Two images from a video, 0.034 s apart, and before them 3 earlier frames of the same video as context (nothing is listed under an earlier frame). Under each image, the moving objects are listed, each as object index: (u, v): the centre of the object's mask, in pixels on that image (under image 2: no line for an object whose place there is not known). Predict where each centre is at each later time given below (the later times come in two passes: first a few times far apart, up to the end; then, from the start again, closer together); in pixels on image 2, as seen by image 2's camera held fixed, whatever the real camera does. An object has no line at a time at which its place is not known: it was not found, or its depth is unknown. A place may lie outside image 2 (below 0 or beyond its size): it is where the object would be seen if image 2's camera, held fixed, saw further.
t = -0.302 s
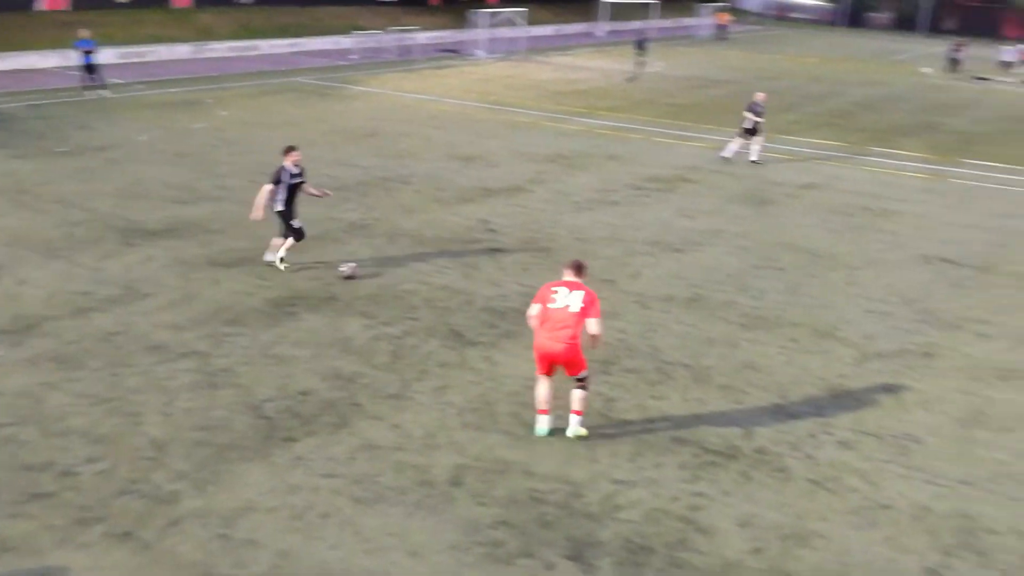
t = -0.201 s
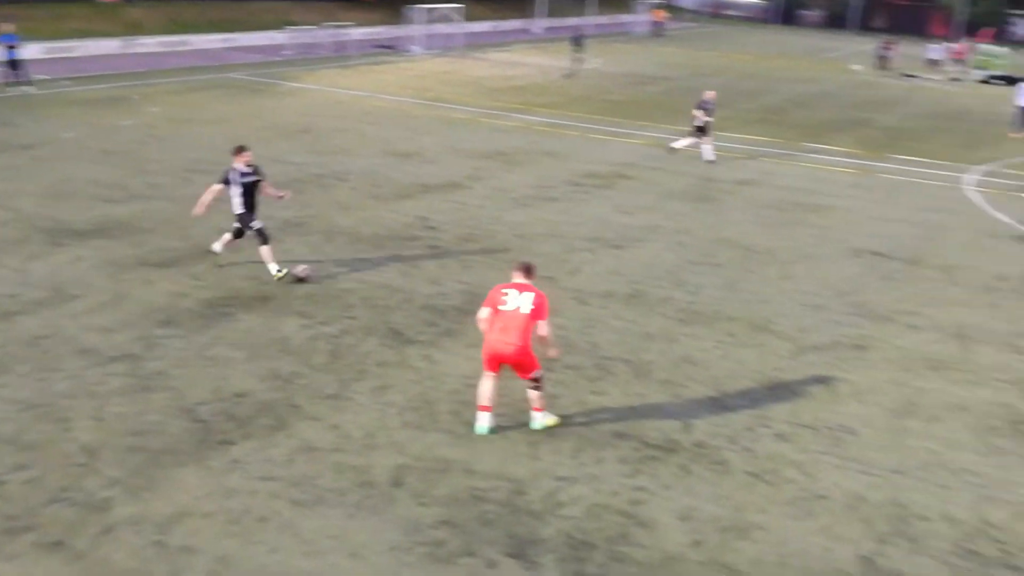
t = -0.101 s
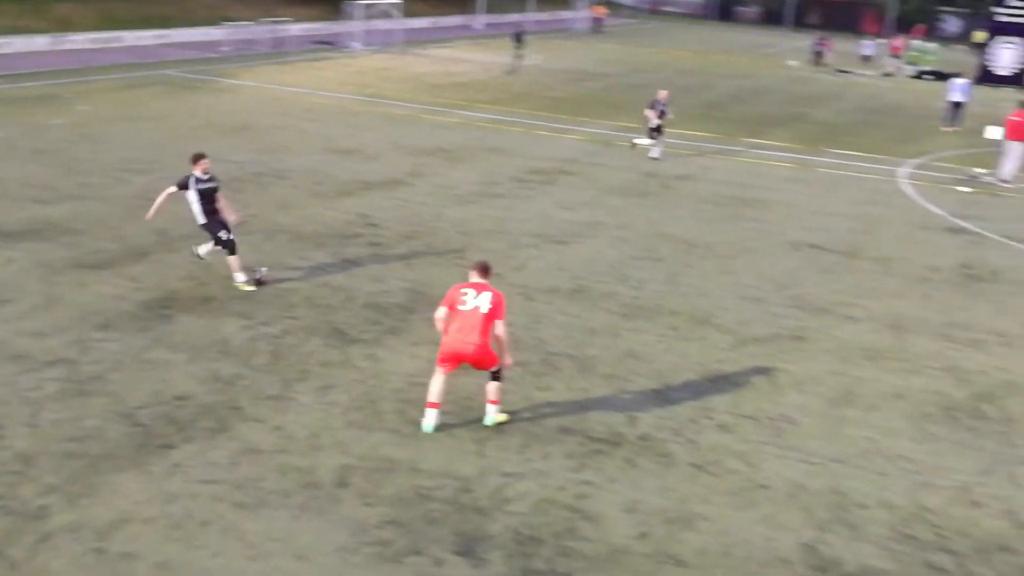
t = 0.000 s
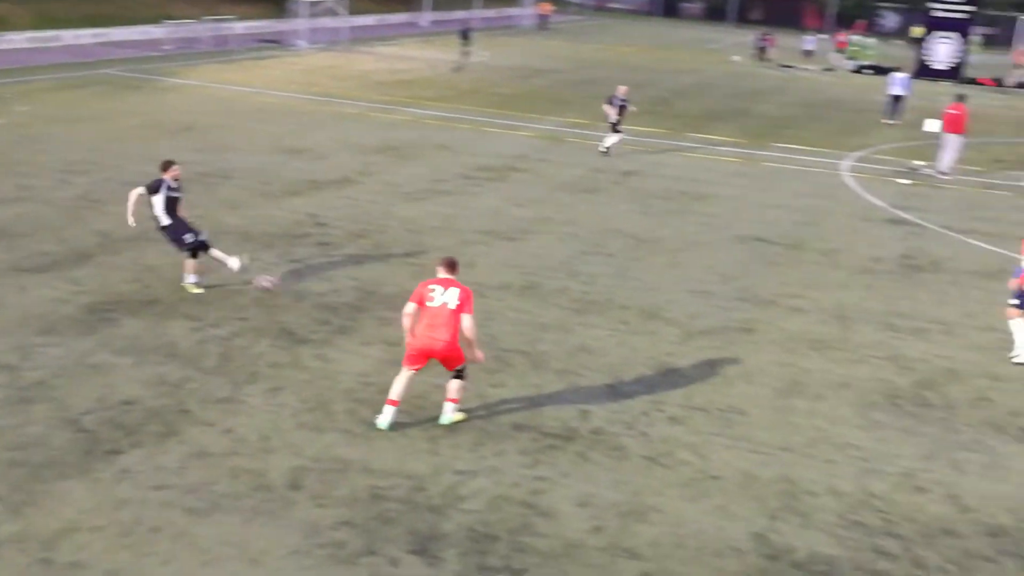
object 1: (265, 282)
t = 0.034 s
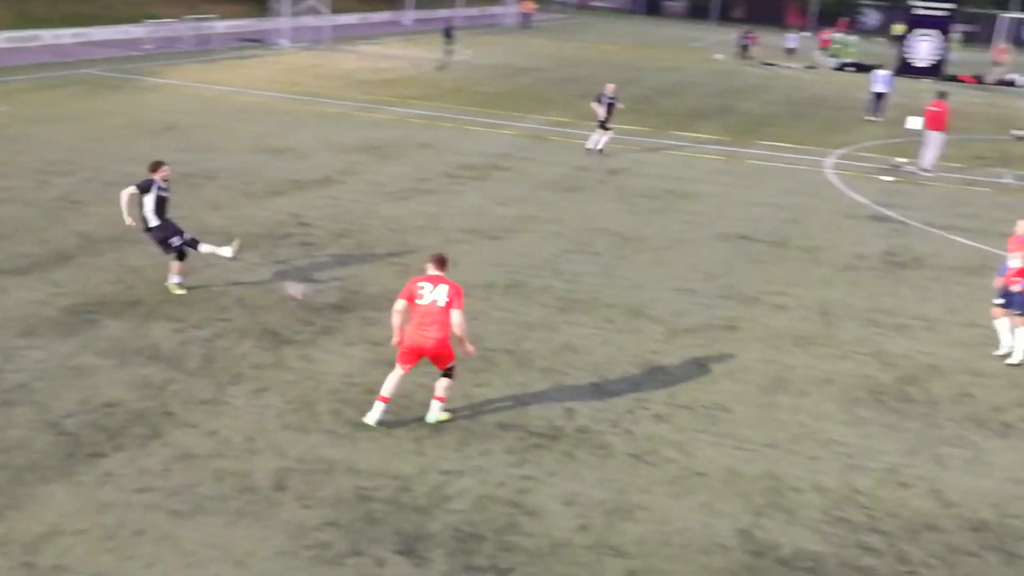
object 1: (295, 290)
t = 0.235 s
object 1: (631, 380)
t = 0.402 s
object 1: (1002, 527)
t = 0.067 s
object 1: (345, 299)
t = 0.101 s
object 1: (392, 308)
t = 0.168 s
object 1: (511, 341)
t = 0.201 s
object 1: (565, 358)
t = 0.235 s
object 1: (631, 380)
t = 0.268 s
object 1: (696, 403)
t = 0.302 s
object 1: (766, 434)
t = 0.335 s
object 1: (841, 466)
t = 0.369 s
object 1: (923, 504)
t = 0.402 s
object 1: (1002, 527)
